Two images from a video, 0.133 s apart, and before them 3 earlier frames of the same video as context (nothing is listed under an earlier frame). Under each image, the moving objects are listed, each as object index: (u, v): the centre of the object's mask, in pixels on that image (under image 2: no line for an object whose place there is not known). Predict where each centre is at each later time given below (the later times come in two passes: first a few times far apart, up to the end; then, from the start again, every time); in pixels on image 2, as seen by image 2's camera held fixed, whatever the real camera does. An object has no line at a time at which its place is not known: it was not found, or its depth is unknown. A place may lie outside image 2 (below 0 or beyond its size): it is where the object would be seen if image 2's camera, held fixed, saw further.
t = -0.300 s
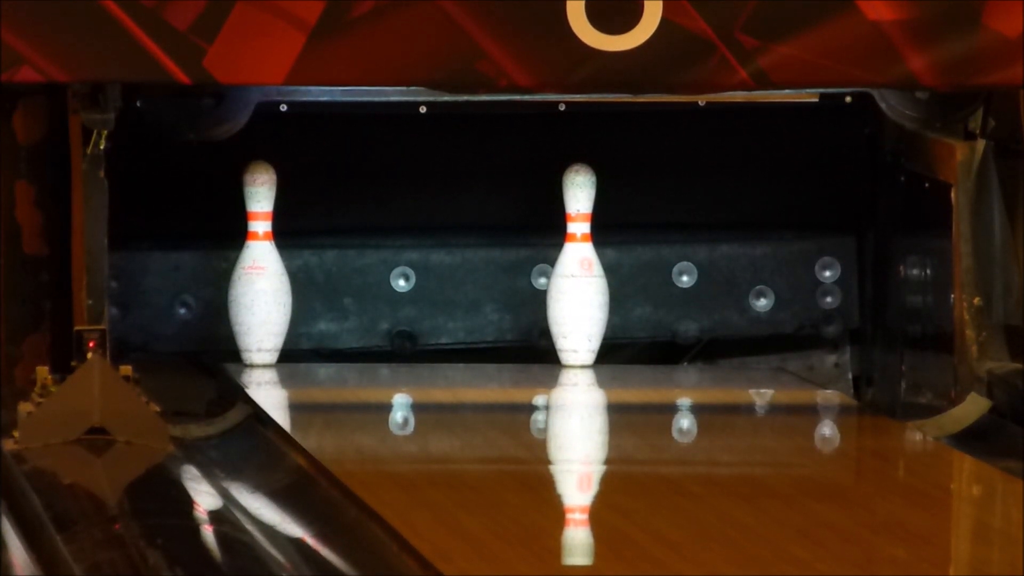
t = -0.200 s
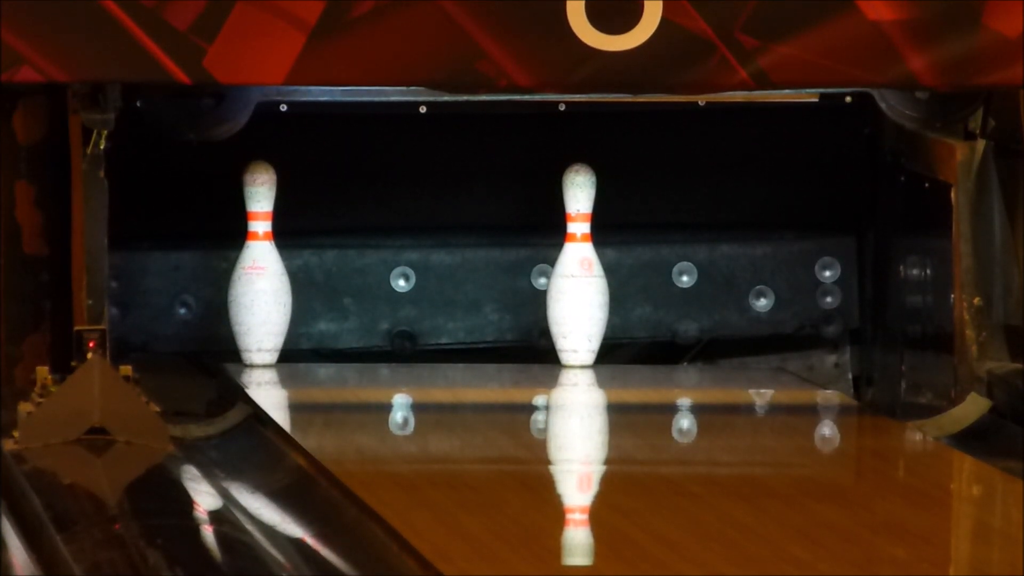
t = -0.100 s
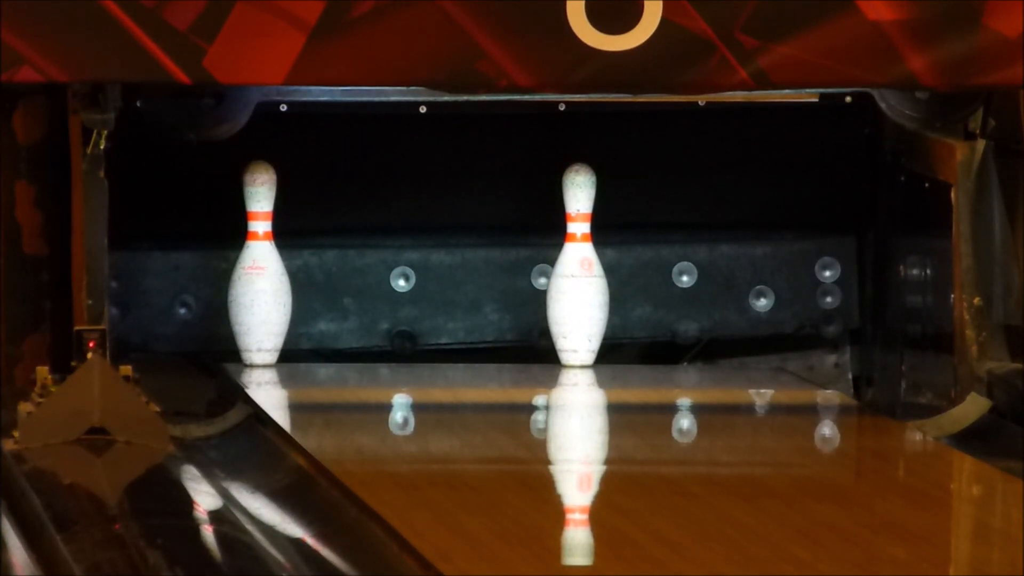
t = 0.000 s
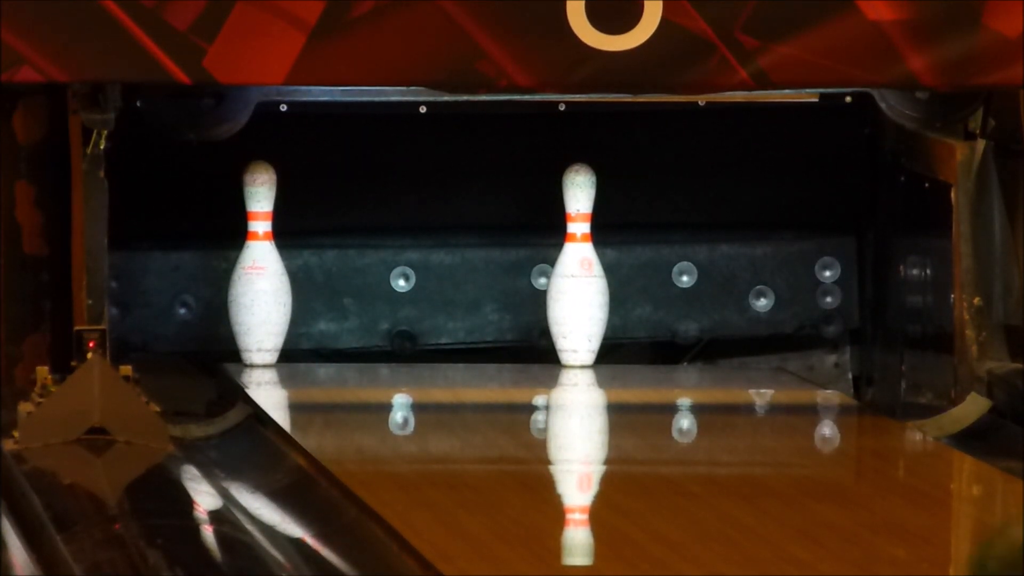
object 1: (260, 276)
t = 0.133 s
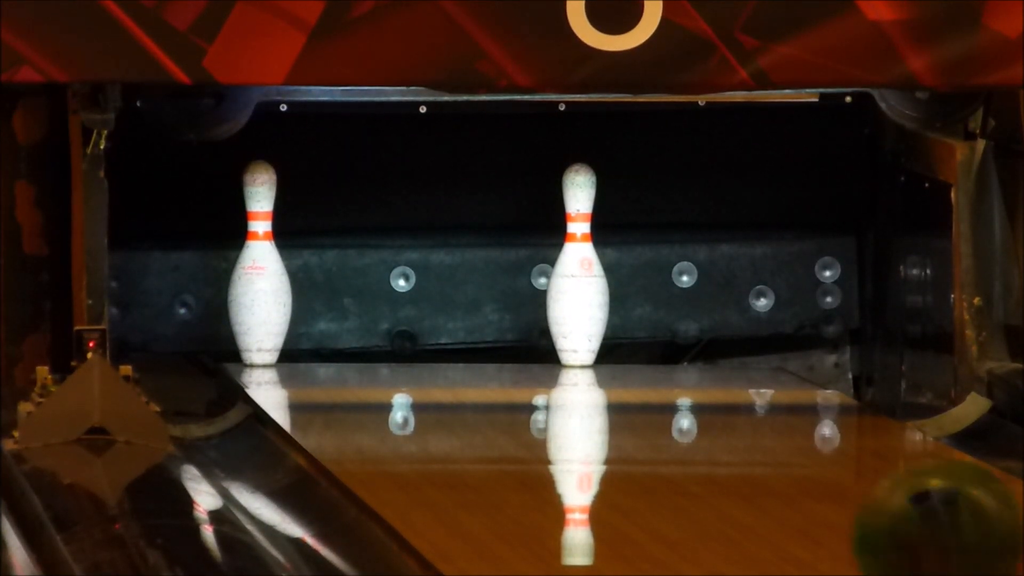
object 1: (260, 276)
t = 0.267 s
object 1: (260, 276)
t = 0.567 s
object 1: (259, 276)
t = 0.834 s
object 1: (260, 276)
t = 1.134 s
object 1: (260, 276)
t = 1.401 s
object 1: (145, 290)
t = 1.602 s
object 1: (168, 370)
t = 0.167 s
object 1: (260, 276)
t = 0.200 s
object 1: (260, 276)
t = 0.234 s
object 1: (260, 276)
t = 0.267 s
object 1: (260, 276)
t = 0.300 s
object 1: (259, 276)
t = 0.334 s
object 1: (259, 276)
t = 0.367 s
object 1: (259, 276)
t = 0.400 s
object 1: (260, 276)
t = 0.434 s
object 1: (260, 276)
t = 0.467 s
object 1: (260, 276)
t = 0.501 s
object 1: (260, 276)
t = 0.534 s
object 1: (260, 276)
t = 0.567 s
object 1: (259, 276)
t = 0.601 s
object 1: (260, 276)
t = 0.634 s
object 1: (259, 276)
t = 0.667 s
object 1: (260, 276)
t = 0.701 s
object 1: (260, 276)
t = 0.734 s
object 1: (259, 276)
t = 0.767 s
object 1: (259, 276)
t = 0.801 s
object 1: (259, 276)
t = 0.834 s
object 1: (260, 276)
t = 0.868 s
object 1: (260, 276)
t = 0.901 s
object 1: (260, 276)
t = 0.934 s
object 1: (260, 276)
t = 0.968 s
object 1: (260, 276)
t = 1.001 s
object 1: (260, 276)
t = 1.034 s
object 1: (260, 276)
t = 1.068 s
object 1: (260, 276)
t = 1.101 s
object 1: (260, 276)
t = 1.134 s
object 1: (260, 276)
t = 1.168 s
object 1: (260, 276)
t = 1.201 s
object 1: (260, 276)
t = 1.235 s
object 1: (259, 276)
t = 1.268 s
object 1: (249, 279)
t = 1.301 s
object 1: (222, 278)
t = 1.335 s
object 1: (170, 278)
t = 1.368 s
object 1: (153, 283)
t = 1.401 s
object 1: (145, 290)
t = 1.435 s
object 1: (151, 319)
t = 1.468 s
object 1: (176, 342)
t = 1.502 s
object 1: (189, 353)
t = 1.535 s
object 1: (188, 369)
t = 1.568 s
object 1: (174, 368)
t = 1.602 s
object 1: (168, 370)
